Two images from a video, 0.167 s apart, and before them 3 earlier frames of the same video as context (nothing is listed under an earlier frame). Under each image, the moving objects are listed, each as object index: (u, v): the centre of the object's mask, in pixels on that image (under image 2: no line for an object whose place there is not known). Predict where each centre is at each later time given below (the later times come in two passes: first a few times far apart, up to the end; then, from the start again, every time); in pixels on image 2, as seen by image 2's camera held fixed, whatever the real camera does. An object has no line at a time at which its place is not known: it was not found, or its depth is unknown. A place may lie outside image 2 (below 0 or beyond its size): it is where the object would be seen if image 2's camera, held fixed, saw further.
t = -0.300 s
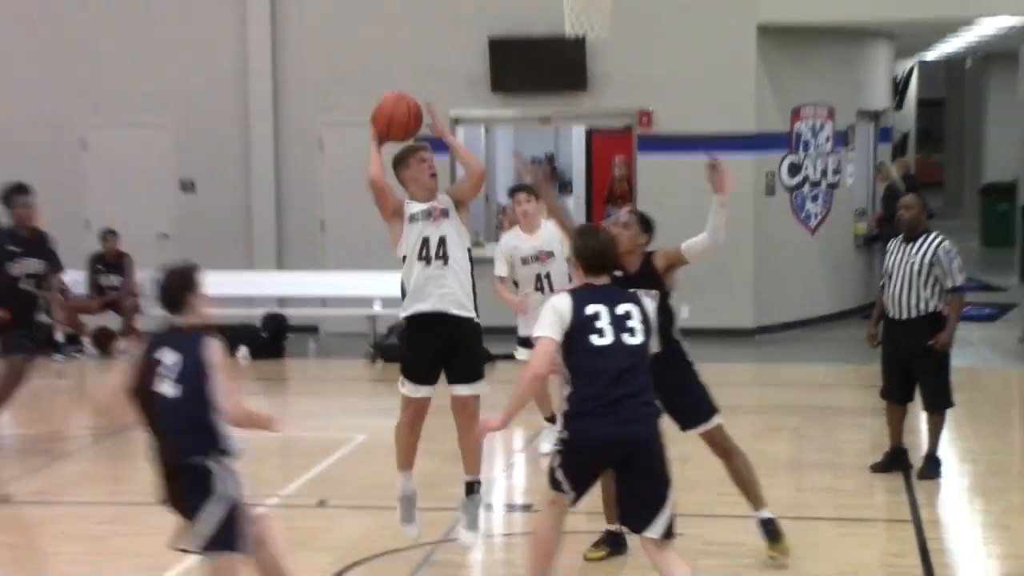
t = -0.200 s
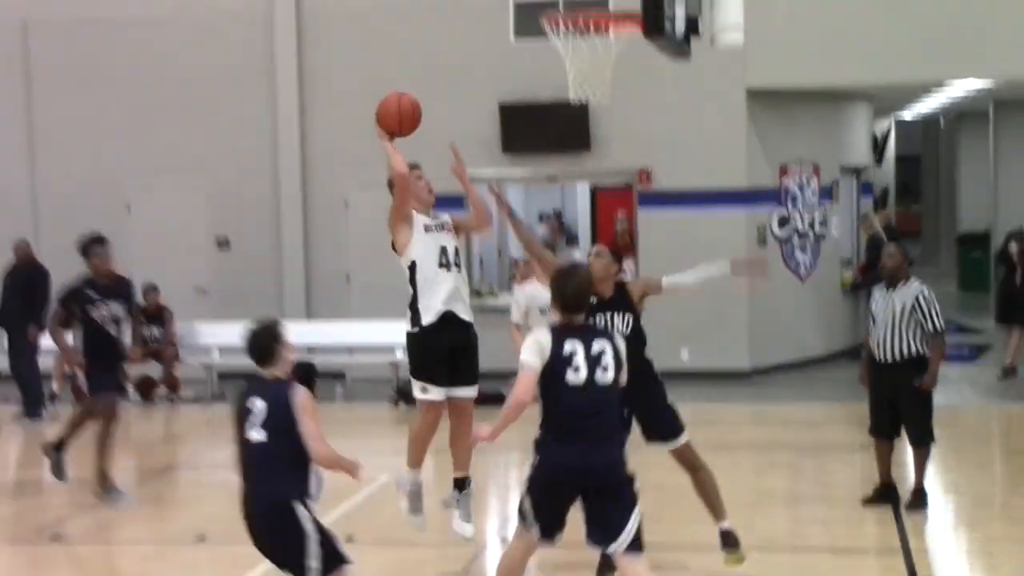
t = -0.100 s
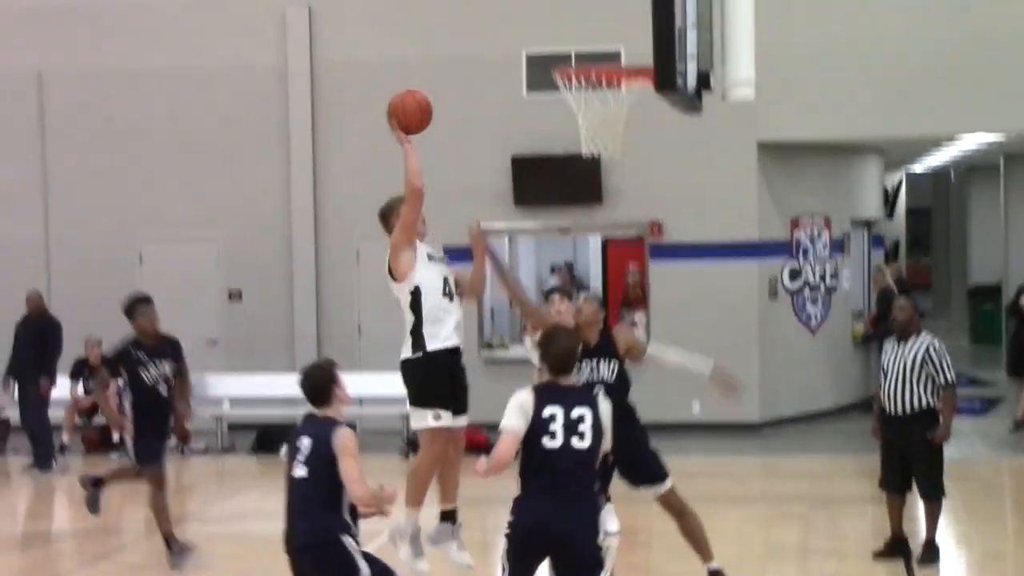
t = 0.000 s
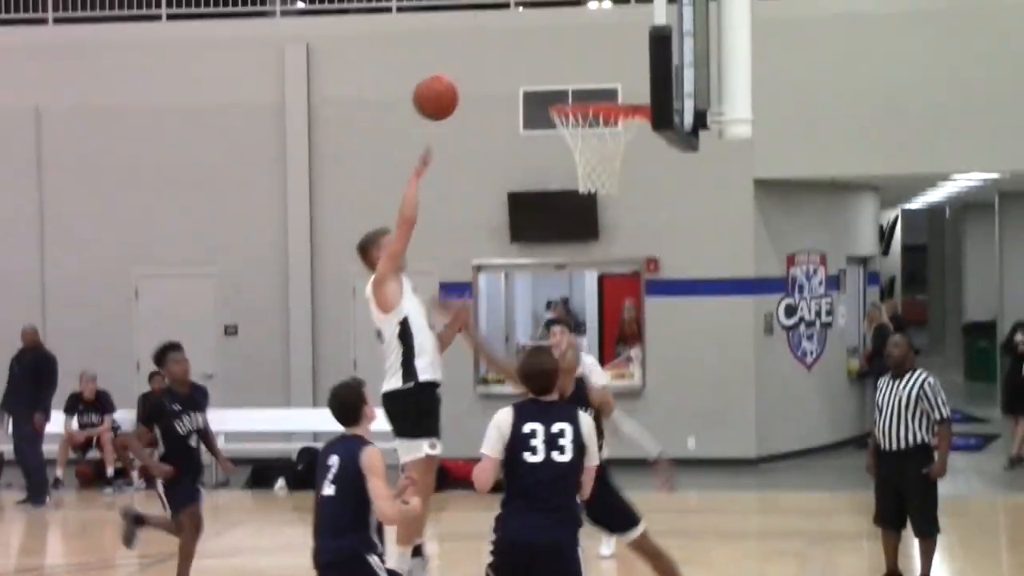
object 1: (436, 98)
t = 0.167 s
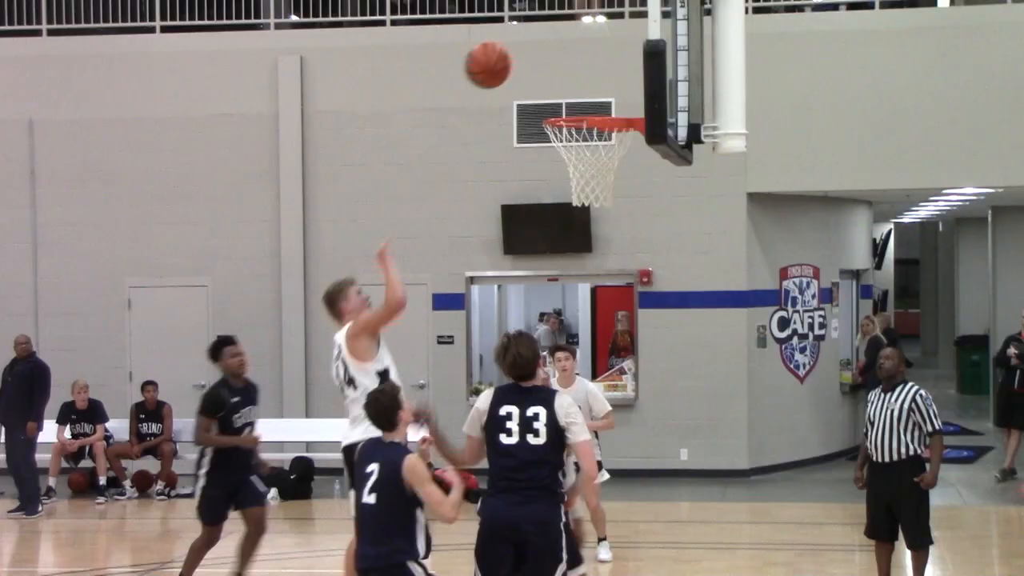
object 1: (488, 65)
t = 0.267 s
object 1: (524, 63)
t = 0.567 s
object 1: (624, 156)
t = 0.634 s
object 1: (623, 168)
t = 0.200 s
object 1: (500, 62)
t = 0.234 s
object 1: (512, 61)
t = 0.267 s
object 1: (524, 63)
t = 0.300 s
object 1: (536, 66)
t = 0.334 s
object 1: (547, 72)
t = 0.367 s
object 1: (560, 79)
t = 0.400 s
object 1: (573, 90)
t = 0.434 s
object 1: (585, 99)
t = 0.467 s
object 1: (597, 106)
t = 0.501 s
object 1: (609, 135)
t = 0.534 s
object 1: (619, 149)
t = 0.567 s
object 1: (624, 156)
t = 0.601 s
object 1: (624, 160)
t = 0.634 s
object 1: (623, 168)
